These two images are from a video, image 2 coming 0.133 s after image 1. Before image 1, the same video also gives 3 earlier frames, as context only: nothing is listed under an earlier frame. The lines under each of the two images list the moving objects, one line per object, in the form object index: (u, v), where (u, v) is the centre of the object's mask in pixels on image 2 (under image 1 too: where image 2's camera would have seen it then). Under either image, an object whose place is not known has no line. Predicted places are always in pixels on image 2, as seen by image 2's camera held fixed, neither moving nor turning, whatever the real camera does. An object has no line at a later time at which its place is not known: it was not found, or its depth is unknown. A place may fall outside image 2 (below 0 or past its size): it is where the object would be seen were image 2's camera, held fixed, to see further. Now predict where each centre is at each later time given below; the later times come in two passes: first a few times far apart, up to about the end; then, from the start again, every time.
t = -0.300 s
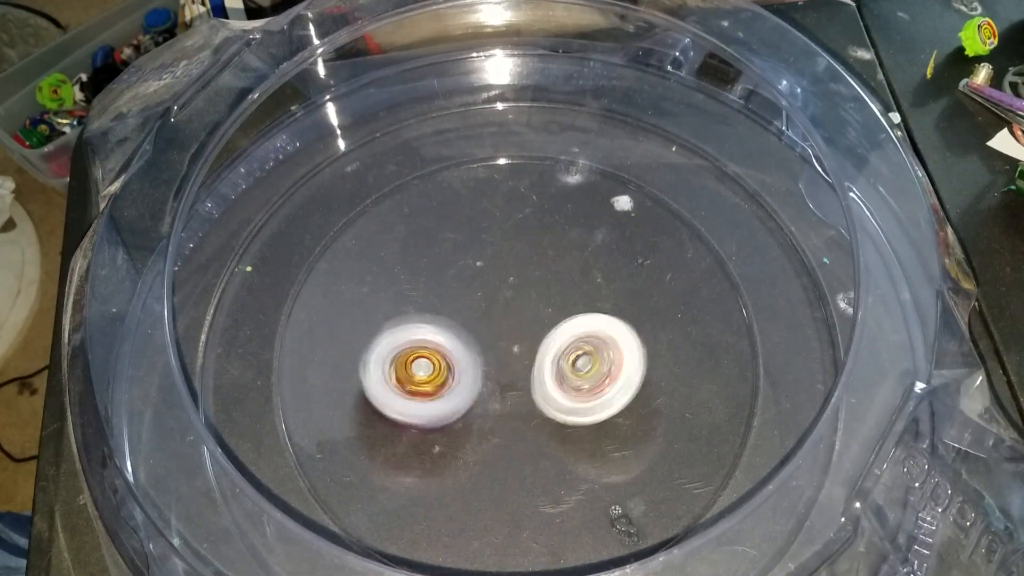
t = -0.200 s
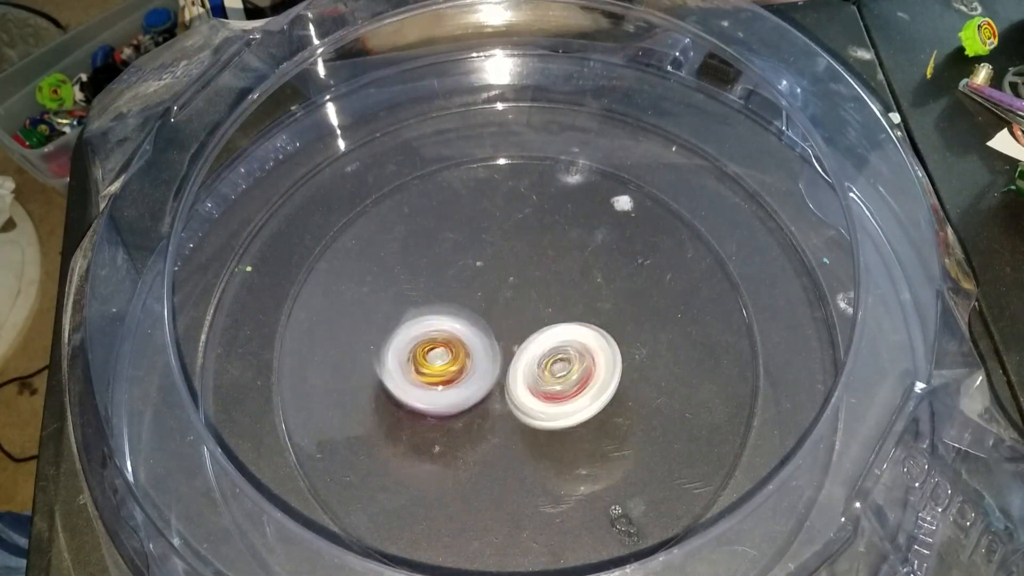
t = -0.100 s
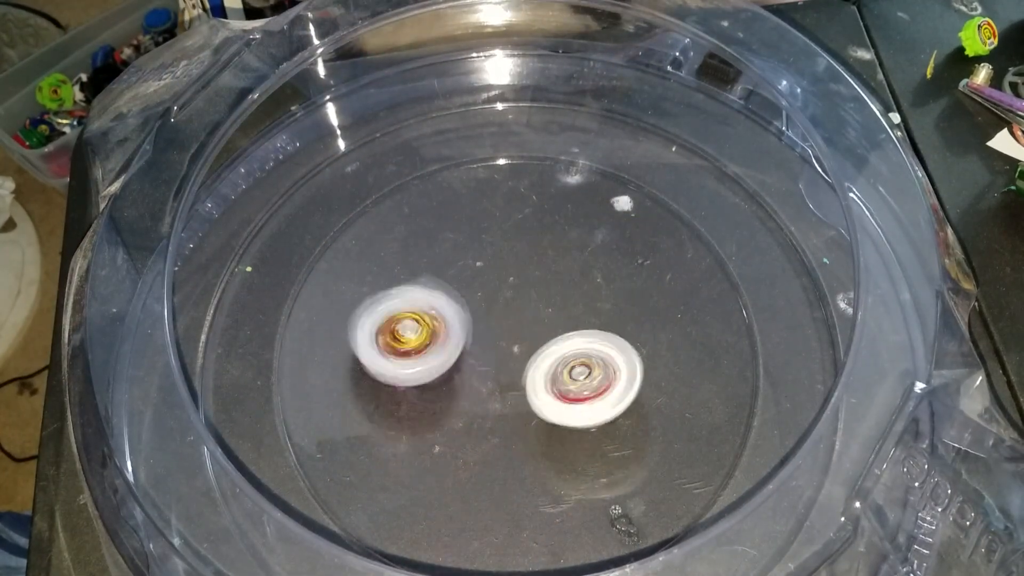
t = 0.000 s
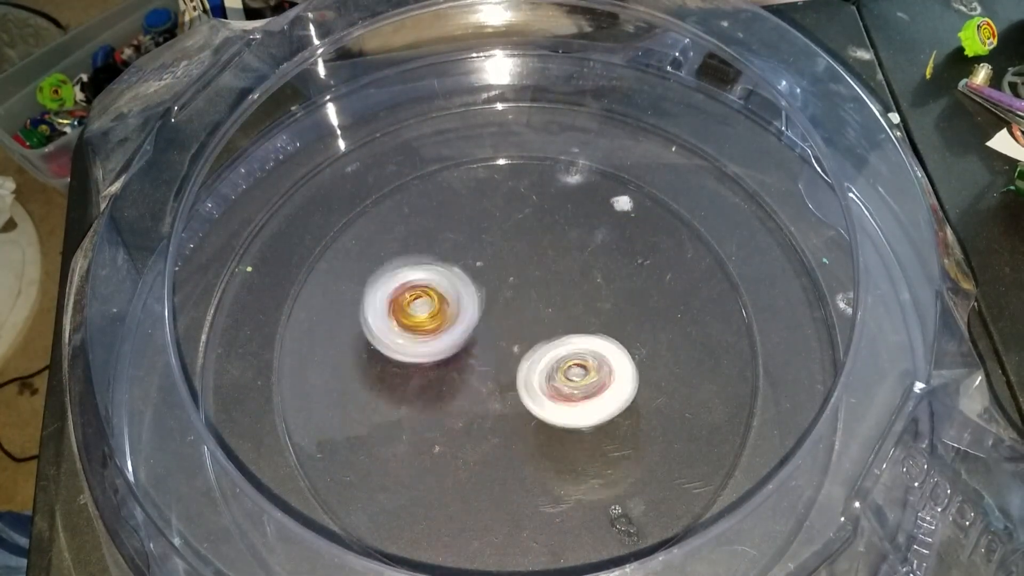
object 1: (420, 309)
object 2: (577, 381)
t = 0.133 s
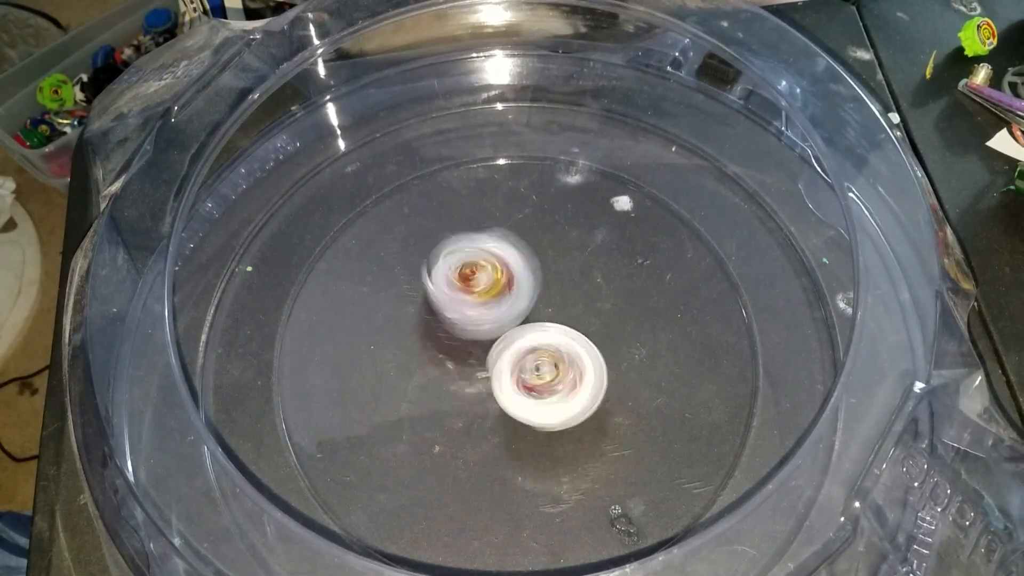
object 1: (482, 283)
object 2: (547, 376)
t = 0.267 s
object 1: (509, 249)
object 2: (557, 408)
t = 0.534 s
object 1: (585, 286)
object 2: (488, 413)
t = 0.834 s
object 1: (587, 329)
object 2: (449, 364)
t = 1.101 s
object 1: (573, 364)
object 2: (457, 338)
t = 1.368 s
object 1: (560, 397)
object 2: (460, 330)
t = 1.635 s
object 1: (560, 388)
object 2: (465, 332)
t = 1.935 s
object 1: (547, 384)
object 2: (461, 319)
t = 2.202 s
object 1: (566, 378)
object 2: (444, 306)
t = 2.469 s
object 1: (560, 370)
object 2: (456, 328)
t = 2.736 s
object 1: (560, 383)
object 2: (460, 335)
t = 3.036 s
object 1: (548, 386)
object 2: (454, 339)
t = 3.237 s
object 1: (543, 383)
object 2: (446, 351)
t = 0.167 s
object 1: (482, 264)
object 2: (555, 391)
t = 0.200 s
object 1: (489, 252)
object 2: (560, 400)
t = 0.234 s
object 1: (498, 247)
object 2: (560, 408)
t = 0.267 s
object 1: (509, 249)
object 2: (557, 408)
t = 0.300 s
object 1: (516, 258)
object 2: (549, 410)
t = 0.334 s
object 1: (528, 265)
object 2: (542, 403)
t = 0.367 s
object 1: (545, 279)
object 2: (533, 400)
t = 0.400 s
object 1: (555, 288)
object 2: (525, 396)
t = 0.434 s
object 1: (564, 278)
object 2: (511, 407)
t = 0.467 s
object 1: (579, 277)
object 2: (502, 414)
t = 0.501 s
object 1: (581, 281)
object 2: (493, 417)
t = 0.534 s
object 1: (585, 286)
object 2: (488, 413)
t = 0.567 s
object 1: (591, 294)
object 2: (486, 410)
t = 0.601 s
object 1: (586, 303)
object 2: (486, 401)
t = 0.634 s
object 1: (583, 307)
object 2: (486, 395)
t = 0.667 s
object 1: (581, 317)
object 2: (486, 382)
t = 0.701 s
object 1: (585, 316)
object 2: (473, 383)
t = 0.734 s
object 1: (595, 311)
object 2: (458, 374)
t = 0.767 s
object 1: (588, 317)
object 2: (450, 371)
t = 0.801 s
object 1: (588, 320)
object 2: (444, 367)
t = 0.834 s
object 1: (587, 329)
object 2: (449, 364)
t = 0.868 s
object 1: (580, 333)
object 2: (452, 362)
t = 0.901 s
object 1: (579, 341)
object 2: (461, 356)
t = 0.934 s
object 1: (581, 347)
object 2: (459, 353)
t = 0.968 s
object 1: (584, 346)
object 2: (457, 346)
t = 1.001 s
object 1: (576, 353)
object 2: (461, 346)
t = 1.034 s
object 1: (576, 356)
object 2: (460, 341)
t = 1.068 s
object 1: (582, 363)
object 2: (460, 337)
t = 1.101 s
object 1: (573, 364)
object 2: (457, 338)
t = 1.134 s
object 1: (570, 371)
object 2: (458, 337)
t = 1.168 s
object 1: (570, 377)
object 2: (456, 338)
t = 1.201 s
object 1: (577, 382)
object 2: (453, 334)
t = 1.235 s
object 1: (567, 389)
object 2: (458, 331)
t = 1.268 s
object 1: (569, 392)
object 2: (461, 333)
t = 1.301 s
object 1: (562, 394)
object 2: (465, 333)
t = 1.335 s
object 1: (563, 393)
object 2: (468, 335)
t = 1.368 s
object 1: (560, 397)
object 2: (460, 330)
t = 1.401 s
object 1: (566, 396)
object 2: (463, 325)
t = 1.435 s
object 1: (562, 397)
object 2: (466, 327)
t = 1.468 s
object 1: (576, 396)
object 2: (461, 320)
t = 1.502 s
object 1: (573, 394)
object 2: (463, 317)
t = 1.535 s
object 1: (576, 393)
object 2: (462, 320)
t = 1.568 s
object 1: (570, 392)
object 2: (461, 322)
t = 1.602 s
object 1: (569, 390)
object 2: (466, 326)
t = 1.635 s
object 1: (560, 388)
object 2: (465, 332)
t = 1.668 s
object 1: (560, 388)
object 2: (466, 331)
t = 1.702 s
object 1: (572, 391)
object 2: (456, 320)
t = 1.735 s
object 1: (584, 398)
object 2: (443, 313)
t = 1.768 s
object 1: (588, 393)
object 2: (435, 304)
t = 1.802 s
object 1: (580, 390)
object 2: (434, 297)
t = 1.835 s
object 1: (575, 388)
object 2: (442, 295)
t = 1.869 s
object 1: (562, 389)
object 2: (448, 300)
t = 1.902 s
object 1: (557, 388)
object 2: (456, 311)
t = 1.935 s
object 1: (547, 384)
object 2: (461, 319)
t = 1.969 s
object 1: (545, 393)
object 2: (463, 323)
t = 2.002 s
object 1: (554, 396)
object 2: (459, 322)
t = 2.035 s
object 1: (557, 394)
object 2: (455, 318)
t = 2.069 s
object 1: (560, 391)
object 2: (454, 315)
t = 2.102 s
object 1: (555, 384)
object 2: (458, 313)
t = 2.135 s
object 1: (550, 383)
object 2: (458, 314)
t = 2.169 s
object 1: (560, 382)
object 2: (448, 308)
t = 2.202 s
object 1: (566, 378)
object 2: (444, 306)
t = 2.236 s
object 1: (564, 379)
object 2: (443, 305)
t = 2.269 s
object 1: (564, 381)
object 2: (447, 310)
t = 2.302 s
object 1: (565, 381)
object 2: (447, 318)
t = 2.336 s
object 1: (561, 378)
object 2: (446, 324)
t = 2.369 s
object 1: (556, 379)
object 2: (447, 329)
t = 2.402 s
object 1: (553, 378)
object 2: (450, 330)
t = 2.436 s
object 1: (554, 373)
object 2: (457, 329)
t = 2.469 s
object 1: (560, 370)
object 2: (456, 328)
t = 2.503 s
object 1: (560, 371)
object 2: (452, 329)
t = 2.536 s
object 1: (560, 374)
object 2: (452, 329)
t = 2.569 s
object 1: (564, 375)
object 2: (455, 329)
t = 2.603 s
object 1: (565, 372)
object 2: (457, 329)
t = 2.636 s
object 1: (561, 371)
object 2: (460, 330)
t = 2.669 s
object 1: (557, 373)
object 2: (462, 332)
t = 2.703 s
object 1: (559, 380)
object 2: (462, 334)
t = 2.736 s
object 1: (560, 383)
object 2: (460, 335)
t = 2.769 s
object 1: (560, 384)
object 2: (455, 334)
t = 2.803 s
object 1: (556, 383)
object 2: (454, 333)
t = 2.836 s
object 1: (553, 385)
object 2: (453, 332)
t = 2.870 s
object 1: (549, 386)
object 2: (454, 331)
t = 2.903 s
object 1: (545, 385)
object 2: (454, 332)
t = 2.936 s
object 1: (543, 386)
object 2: (456, 334)
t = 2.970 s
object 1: (546, 387)
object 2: (457, 335)
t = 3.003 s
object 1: (547, 386)
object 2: (456, 336)
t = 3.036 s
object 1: (548, 386)
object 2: (454, 339)
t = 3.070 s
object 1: (549, 385)
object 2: (451, 342)
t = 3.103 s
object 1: (548, 384)
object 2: (449, 345)
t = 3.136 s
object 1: (548, 384)
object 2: (448, 347)
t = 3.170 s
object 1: (546, 383)
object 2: (446, 349)
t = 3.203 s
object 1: (544, 383)
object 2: (446, 350)
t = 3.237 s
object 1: (543, 383)
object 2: (446, 351)
